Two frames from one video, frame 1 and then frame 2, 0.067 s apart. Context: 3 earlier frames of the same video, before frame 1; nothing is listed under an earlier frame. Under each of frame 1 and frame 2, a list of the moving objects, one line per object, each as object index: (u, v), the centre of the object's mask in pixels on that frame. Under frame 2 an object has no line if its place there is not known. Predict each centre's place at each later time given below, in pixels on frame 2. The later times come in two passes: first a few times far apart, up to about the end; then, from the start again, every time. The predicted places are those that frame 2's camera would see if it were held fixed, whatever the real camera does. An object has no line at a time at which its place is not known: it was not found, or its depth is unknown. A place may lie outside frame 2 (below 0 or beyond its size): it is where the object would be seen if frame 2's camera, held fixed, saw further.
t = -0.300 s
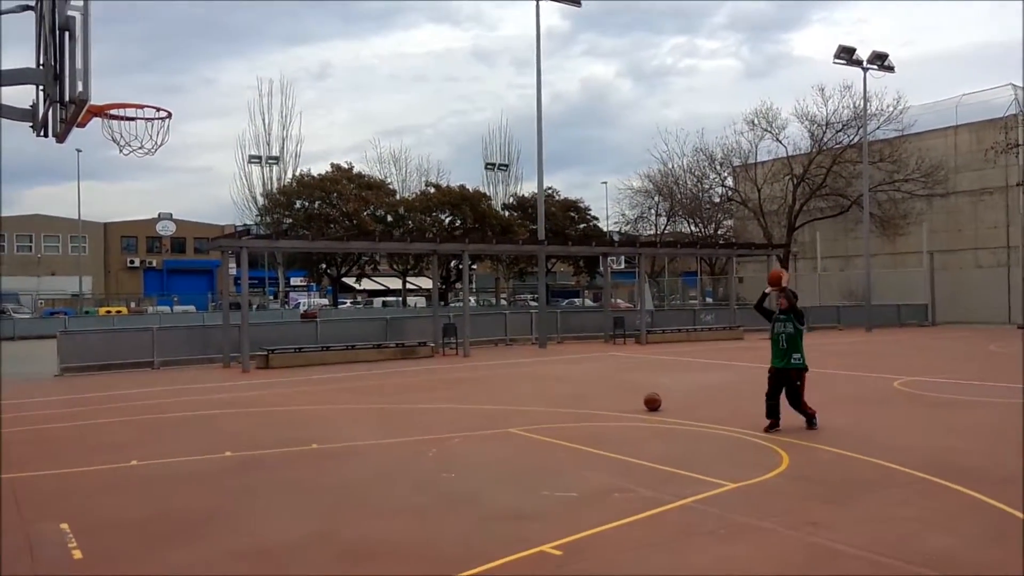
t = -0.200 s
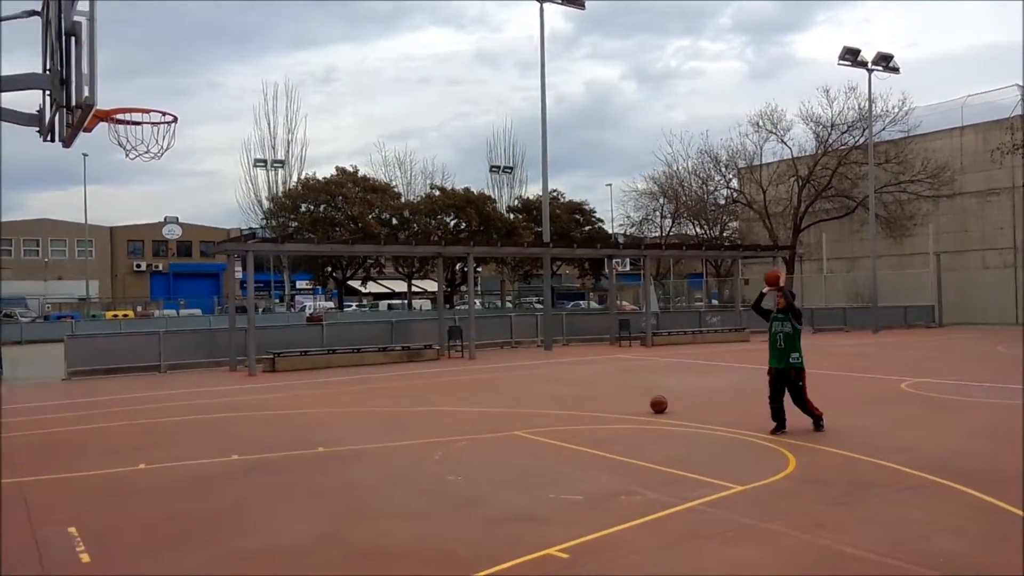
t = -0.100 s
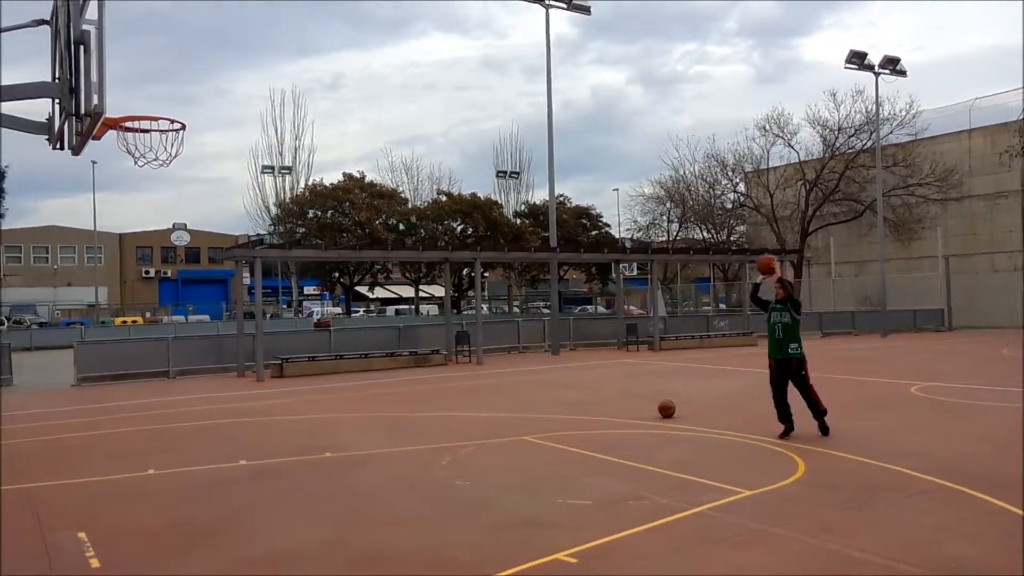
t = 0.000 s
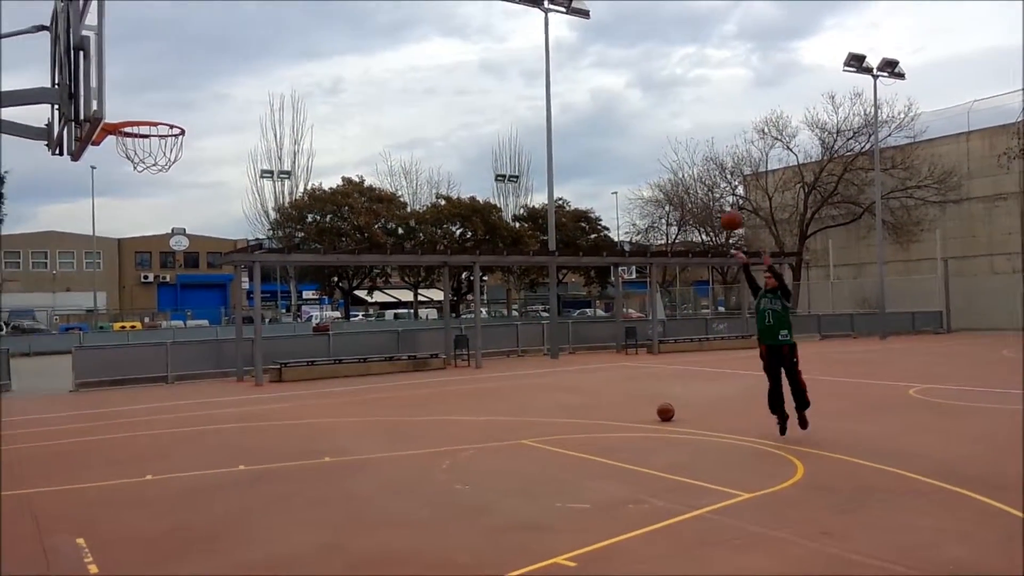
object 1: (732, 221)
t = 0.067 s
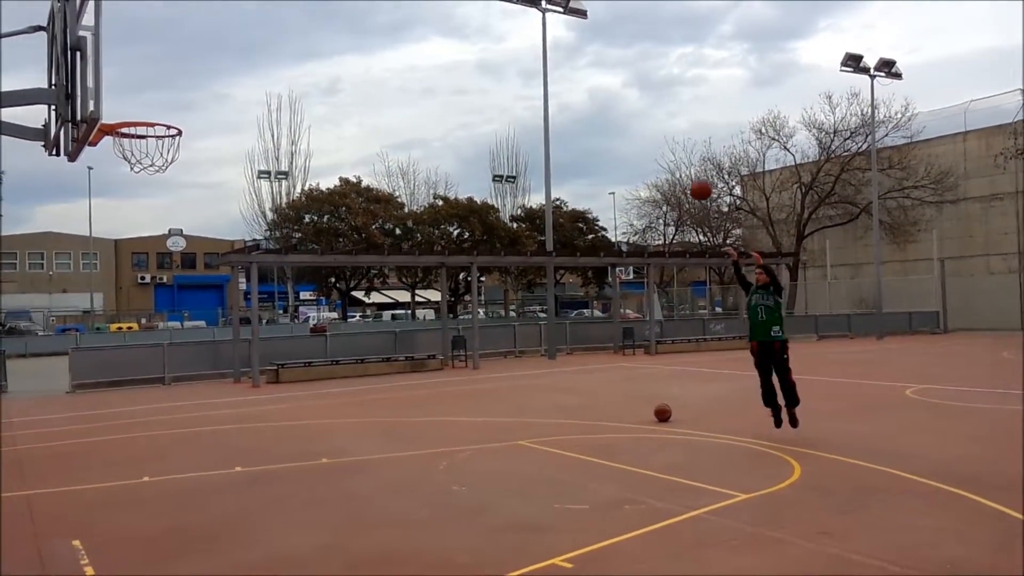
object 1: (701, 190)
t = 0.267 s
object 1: (611, 113)
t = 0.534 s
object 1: (473, 56)
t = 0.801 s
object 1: (307, 69)
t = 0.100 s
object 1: (686, 175)
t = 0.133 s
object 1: (671, 161)
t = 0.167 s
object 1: (657, 148)
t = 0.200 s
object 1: (642, 136)
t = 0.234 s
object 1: (627, 124)
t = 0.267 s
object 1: (611, 113)
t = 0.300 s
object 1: (595, 103)
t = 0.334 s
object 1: (578, 93)
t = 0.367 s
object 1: (561, 85)
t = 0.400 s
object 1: (544, 77)
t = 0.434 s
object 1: (526, 71)
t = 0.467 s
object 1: (509, 65)
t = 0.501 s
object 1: (492, 60)
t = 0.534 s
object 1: (473, 56)
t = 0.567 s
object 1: (454, 54)
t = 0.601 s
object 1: (434, 52)
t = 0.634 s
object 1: (415, 51)
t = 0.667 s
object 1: (394, 52)
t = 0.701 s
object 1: (373, 55)
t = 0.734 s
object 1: (352, 58)
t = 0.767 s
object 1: (330, 63)
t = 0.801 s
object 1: (307, 69)
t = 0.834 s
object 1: (284, 77)
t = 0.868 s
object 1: (259, 87)
